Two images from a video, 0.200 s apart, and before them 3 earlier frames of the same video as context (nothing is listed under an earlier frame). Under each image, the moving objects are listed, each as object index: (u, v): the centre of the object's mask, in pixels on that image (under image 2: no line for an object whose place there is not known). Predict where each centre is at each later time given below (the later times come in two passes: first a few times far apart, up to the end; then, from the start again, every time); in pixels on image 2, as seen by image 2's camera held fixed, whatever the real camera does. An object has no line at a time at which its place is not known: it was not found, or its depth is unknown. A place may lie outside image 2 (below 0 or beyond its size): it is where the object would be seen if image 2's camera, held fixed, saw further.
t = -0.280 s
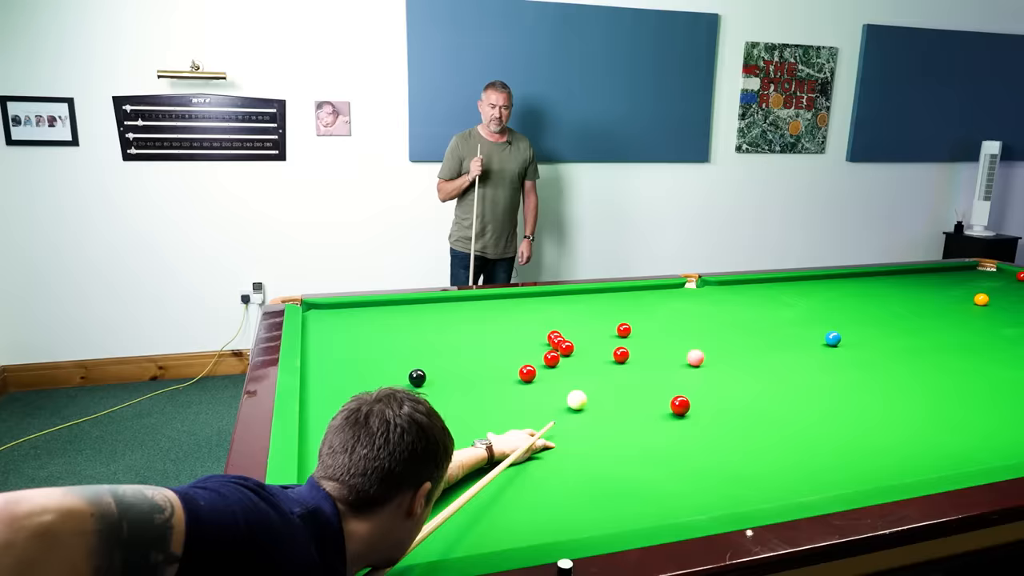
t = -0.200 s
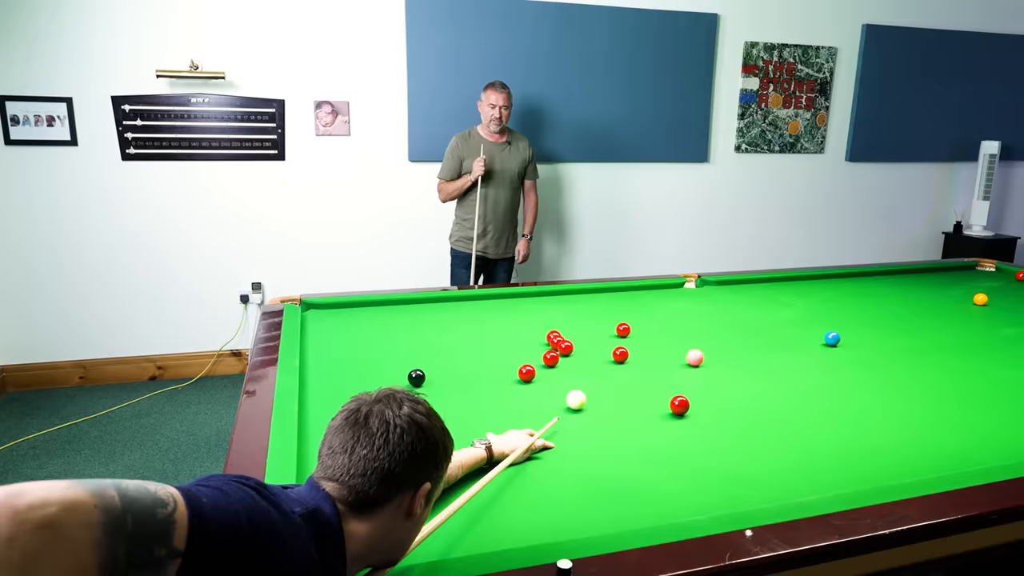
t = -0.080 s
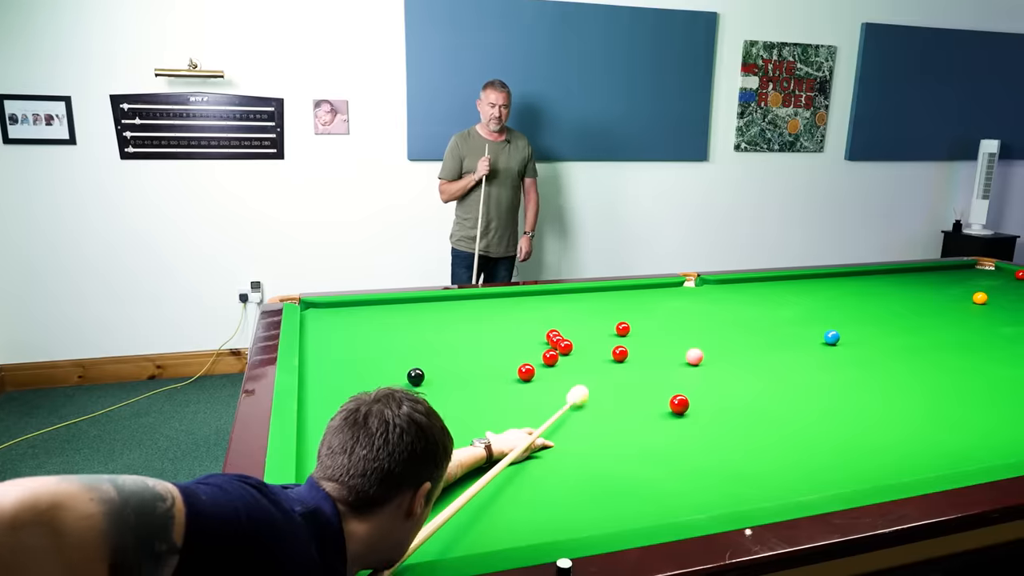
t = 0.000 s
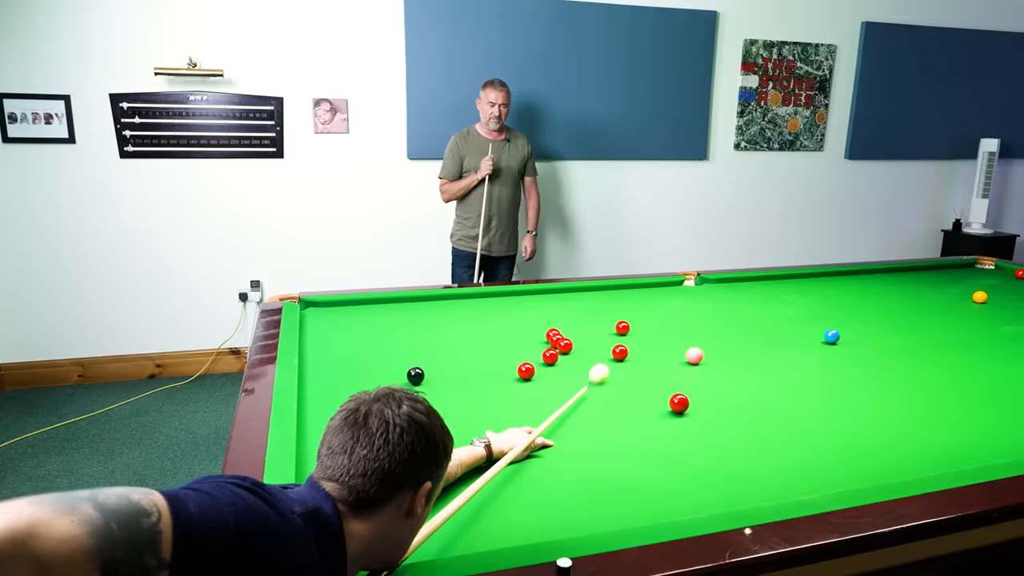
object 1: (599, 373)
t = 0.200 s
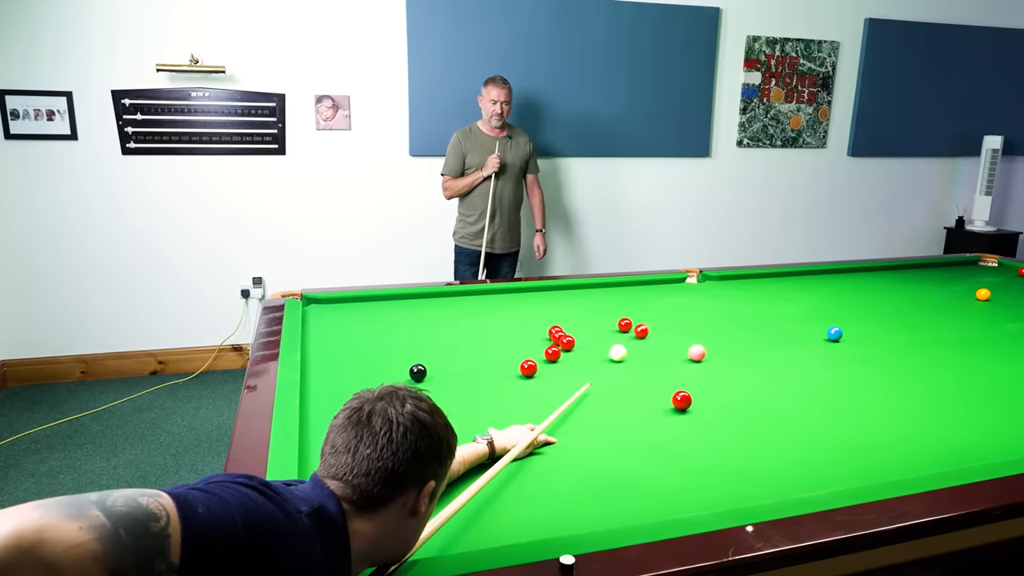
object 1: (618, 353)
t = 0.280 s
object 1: (618, 351)
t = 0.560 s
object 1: (620, 348)
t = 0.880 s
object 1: (622, 345)
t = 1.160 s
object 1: (623, 342)
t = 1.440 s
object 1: (624, 341)
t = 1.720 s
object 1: (624, 340)
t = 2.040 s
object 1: (624, 339)
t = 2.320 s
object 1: (625, 340)
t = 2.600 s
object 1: (624, 340)
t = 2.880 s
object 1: (624, 340)
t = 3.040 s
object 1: (623, 340)
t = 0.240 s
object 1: (618, 352)
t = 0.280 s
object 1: (618, 351)
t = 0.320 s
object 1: (619, 351)
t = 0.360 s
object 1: (619, 350)
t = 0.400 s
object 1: (619, 350)
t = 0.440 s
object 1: (620, 349)
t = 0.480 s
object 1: (620, 349)
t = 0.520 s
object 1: (620, 348)
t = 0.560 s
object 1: (620, 348)
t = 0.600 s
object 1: (621, 347)
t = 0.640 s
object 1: (621, 347)
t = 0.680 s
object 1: (621, 347)
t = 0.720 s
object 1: (621, 346)
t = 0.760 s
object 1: (621, 346)
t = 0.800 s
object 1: (621, 345)
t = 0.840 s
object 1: (622, 345)
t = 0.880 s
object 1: (622, 345)
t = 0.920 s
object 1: (622, 344)
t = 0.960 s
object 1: (622, 344)
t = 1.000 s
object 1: (622, 344)
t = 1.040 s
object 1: (623, 343)
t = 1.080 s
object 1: (623, 343)
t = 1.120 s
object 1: (623, 342)
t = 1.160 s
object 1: (623, 342)
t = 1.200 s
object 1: (623, 342)
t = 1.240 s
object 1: (623, 342)
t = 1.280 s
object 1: (624, 342)
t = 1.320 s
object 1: (624, 341)
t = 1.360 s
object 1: (624, 341)
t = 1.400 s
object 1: (624, 341)
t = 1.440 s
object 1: (624, 341)
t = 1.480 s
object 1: (624, 341)
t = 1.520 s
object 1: (624, 341)
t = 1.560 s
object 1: (624, 340)
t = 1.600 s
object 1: (624, 340)
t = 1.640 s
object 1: (624, 340)
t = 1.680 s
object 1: (624, 340)
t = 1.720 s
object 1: (624, 340)
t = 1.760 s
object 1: (624, 340)
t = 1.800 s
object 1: (624, 340)
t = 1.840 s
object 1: (624, 340)
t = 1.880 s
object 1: (624, 340)
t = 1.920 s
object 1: (624, 340)
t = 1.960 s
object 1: (624, 340)
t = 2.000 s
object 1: (624, 339)
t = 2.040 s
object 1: (624, 339)
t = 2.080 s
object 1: (624, 340)
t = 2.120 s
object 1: (624, 340)
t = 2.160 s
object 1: (624, 340)
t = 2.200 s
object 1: (624, 340)
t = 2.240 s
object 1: (625, 340)
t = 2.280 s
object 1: (624, 340)
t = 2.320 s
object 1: (625, 340)
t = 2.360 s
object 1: (625, 340)
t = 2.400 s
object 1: (625, 340)
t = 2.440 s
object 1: (625, 340)
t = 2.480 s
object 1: (625, 340)
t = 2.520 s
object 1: (625, 340)
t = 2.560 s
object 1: (625, 340)
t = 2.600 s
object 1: (624, 340)
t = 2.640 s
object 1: (624, 340)
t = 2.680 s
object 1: (624, 340)
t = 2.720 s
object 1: (624, 340)
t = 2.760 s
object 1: (624, 340)
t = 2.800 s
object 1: (624, 340)
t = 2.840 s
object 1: (624, 340)
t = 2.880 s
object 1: (624, 340)
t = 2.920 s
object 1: (624, 340)
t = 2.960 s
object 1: (624, 340)
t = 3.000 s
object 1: (624, 340)
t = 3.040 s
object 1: (623, 340)
